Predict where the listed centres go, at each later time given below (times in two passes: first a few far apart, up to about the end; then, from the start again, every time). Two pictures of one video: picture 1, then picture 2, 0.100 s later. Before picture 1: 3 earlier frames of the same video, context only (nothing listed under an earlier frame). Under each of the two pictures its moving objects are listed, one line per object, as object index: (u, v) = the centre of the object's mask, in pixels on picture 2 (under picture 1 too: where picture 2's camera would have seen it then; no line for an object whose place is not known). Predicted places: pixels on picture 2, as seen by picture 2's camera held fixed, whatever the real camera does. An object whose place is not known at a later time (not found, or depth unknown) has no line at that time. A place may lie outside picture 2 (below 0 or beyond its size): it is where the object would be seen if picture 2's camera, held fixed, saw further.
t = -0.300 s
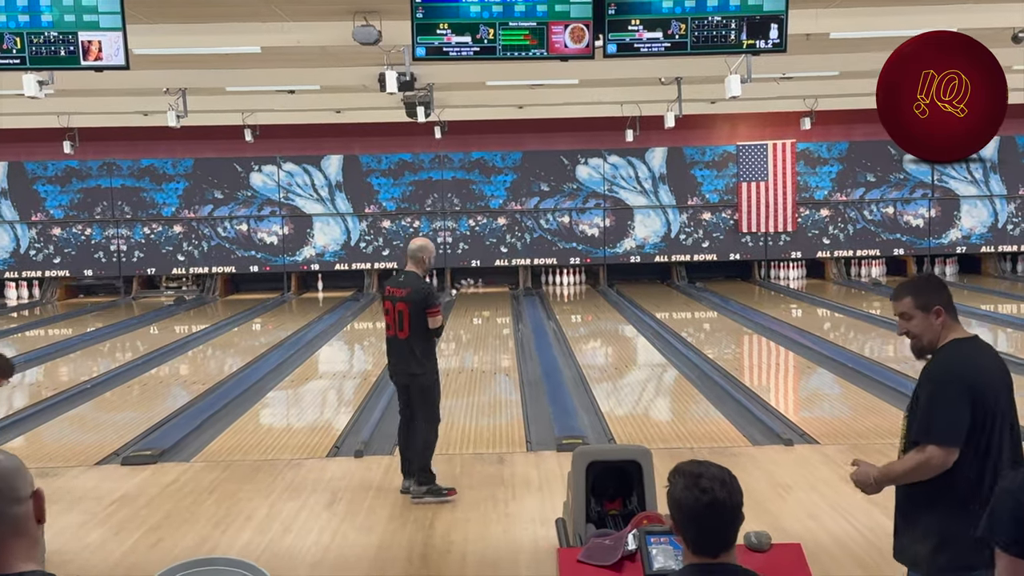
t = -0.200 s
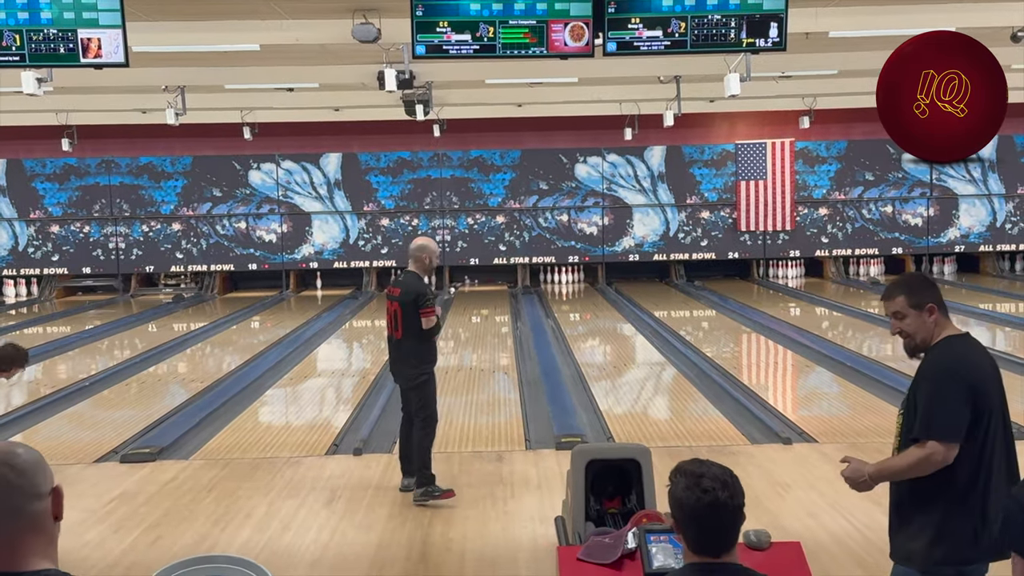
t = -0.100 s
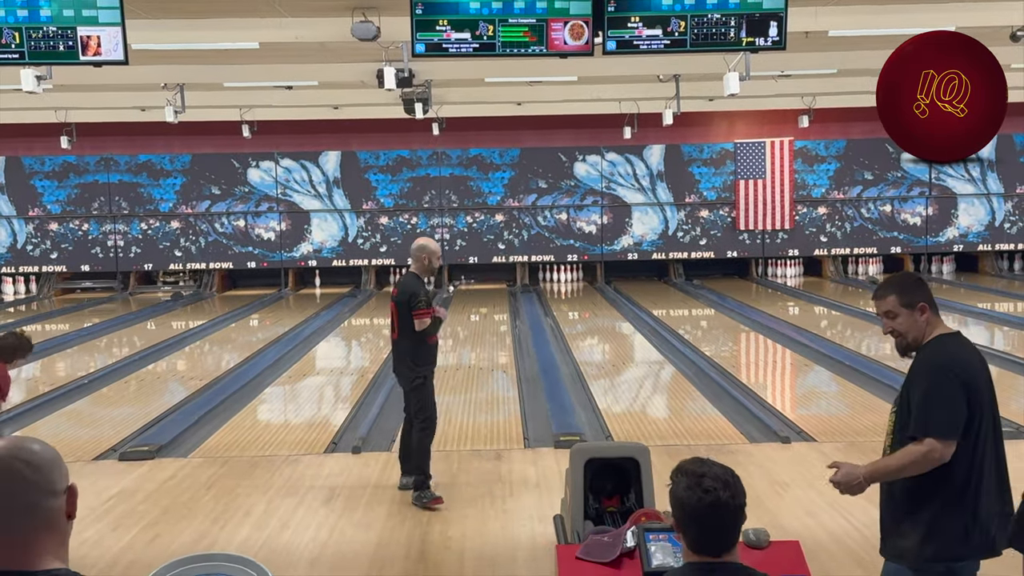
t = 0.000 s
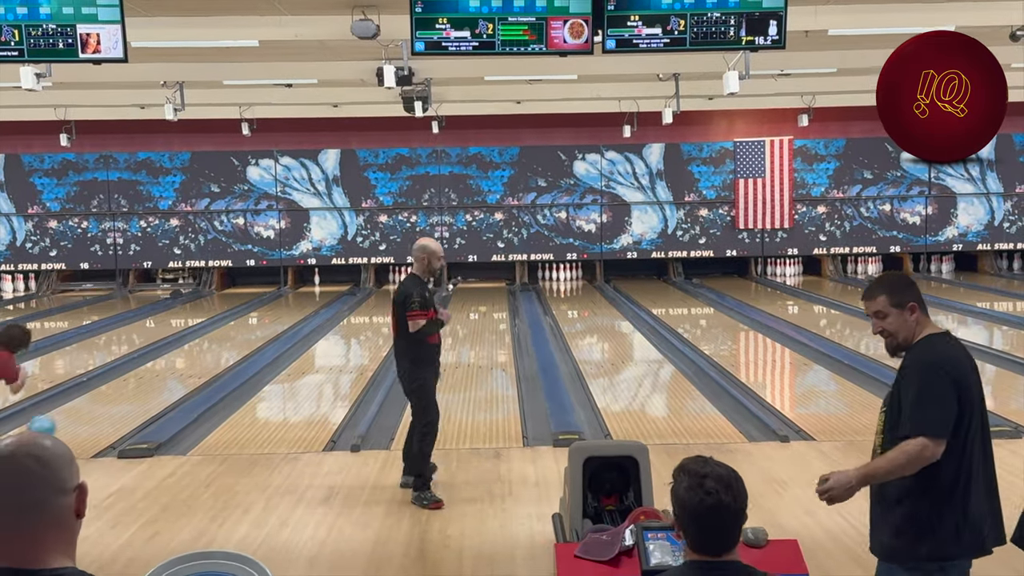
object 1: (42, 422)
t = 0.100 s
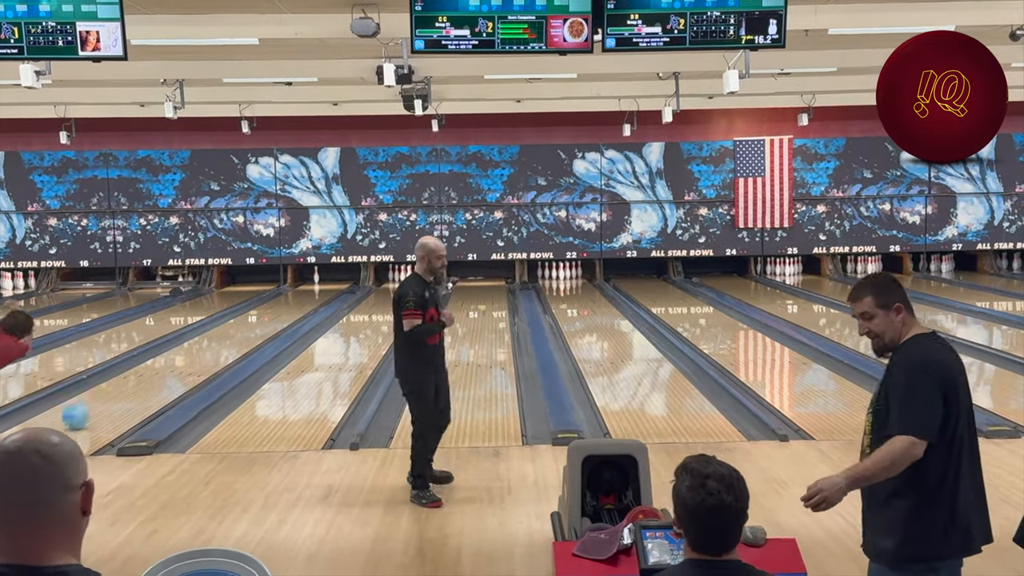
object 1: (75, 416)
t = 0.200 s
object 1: (104, 401)
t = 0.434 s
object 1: (158, 372)
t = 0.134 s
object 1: (86, 412)
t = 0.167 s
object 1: (95, 407)
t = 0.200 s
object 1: (104, 401)
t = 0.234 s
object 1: (113, 396)
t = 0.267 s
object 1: (122, 392)
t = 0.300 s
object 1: (130, 387)
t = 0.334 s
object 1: (137, 383)
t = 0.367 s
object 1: (144, 379)
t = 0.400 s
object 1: (152, 375)
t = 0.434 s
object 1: (158, 372)
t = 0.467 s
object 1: (166, 367)
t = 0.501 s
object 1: (172, 365)
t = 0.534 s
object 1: (178, 362)
